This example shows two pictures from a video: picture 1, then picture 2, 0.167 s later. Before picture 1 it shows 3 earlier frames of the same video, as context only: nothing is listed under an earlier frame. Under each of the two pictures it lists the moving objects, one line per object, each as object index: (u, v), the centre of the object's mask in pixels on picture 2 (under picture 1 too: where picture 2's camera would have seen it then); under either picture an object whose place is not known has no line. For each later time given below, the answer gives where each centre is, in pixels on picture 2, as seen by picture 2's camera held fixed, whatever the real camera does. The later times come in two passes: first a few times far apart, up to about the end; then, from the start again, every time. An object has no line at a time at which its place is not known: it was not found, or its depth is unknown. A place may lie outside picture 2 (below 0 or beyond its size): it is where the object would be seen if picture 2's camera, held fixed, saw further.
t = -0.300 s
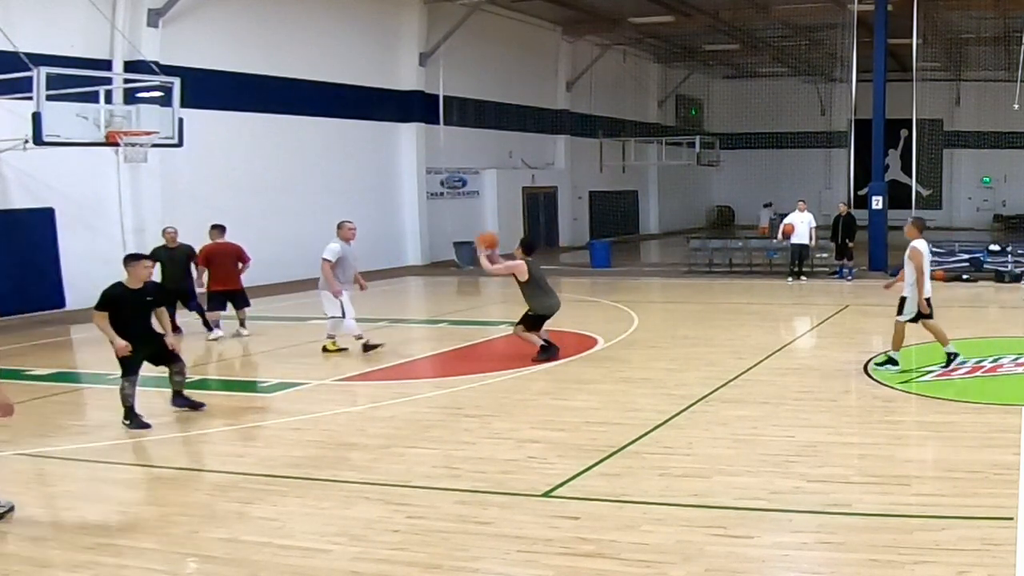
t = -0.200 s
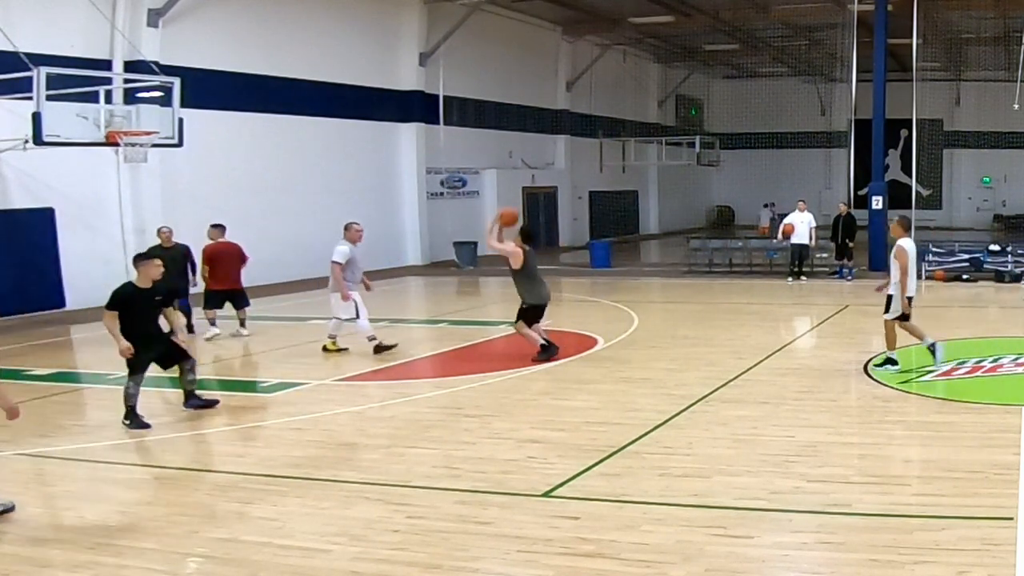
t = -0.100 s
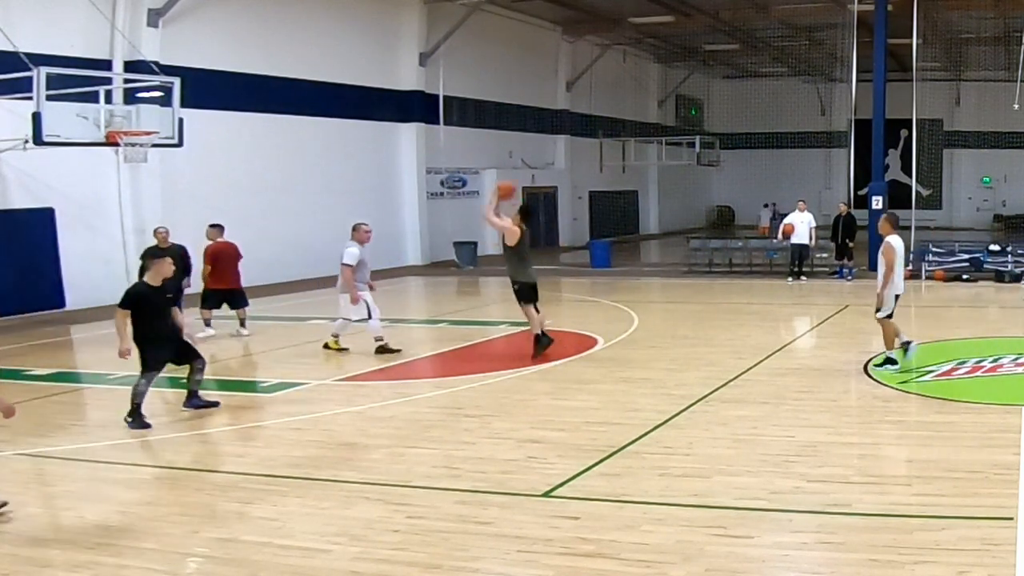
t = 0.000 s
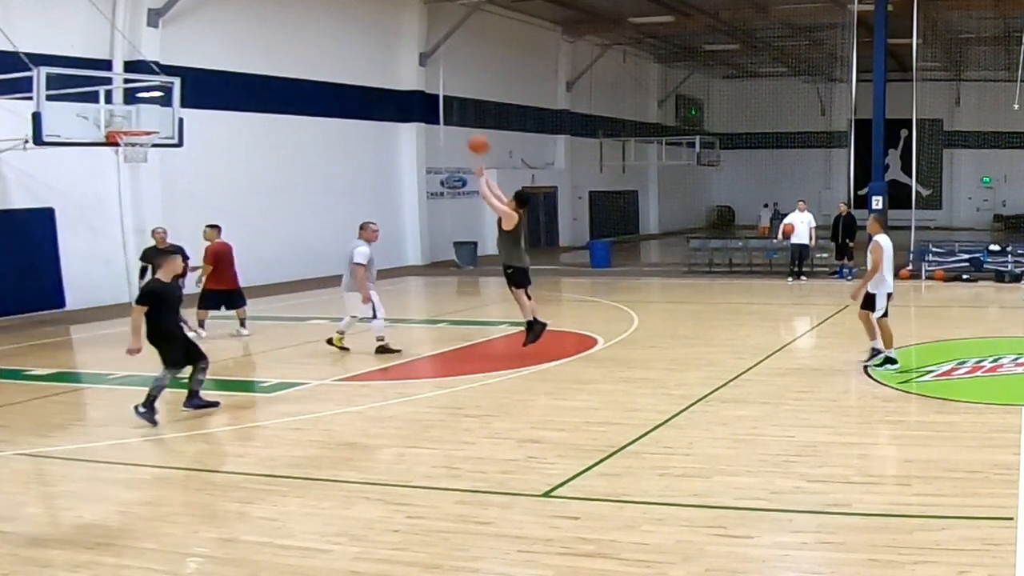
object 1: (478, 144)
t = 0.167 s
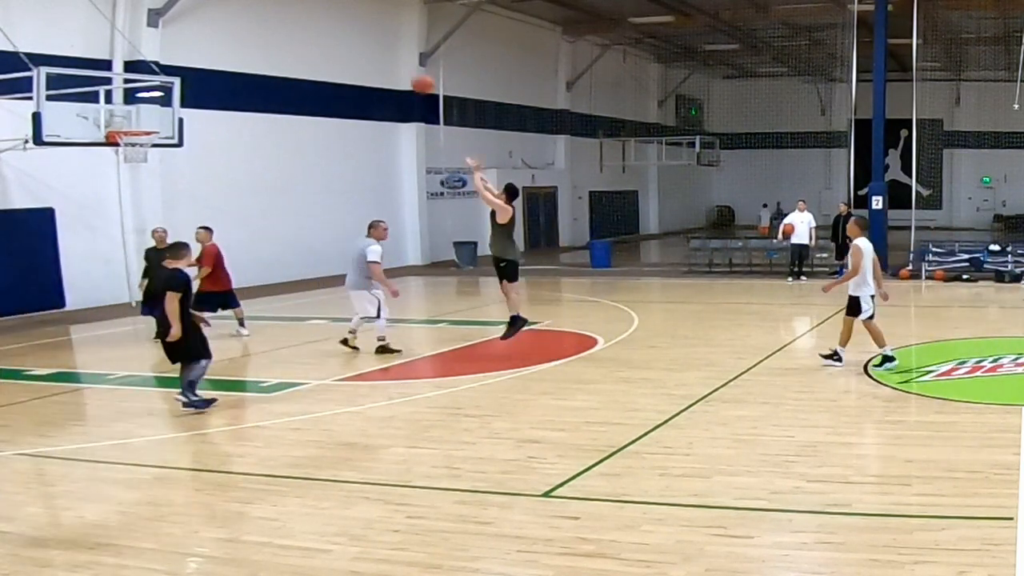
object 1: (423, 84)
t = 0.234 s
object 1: (401, 66)
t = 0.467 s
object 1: (330, 34)
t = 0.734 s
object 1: (253, 46)
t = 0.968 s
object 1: (191, 92)
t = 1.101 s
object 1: (160, 132)
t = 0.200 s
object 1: (412, 75)
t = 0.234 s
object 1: (401, 66)
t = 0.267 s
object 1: (391, 60)
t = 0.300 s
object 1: (380, 53)
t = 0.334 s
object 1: (370, 48)
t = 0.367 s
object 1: (360, 43)
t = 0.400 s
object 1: (349, 40)
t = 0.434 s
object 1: (340, 36)
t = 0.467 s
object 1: (330, 34)
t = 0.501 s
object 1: (320, 33)
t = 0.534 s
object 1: (310, 33)
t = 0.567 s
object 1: (300, 33)
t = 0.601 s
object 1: (291, 34)
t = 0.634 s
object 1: (281, 36)
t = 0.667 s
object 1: (272, 38)
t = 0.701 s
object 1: (262, 42)
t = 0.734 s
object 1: (253, 46)
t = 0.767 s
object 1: (244, 50)
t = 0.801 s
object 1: (235, 55)
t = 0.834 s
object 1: (225, 62)
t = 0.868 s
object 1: (216, 69)
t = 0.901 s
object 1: (208, 76)
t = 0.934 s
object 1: (199, 83)
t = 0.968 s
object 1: (191, 92)
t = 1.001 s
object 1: (182, 100)
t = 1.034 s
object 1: (173, 111)
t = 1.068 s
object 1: (165, 122)
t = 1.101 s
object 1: (160, 132)
